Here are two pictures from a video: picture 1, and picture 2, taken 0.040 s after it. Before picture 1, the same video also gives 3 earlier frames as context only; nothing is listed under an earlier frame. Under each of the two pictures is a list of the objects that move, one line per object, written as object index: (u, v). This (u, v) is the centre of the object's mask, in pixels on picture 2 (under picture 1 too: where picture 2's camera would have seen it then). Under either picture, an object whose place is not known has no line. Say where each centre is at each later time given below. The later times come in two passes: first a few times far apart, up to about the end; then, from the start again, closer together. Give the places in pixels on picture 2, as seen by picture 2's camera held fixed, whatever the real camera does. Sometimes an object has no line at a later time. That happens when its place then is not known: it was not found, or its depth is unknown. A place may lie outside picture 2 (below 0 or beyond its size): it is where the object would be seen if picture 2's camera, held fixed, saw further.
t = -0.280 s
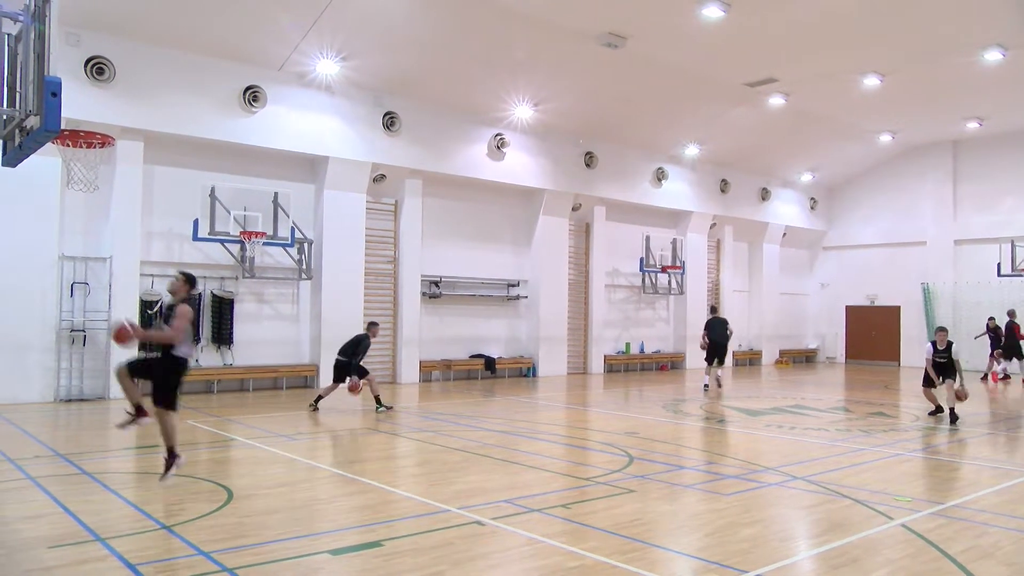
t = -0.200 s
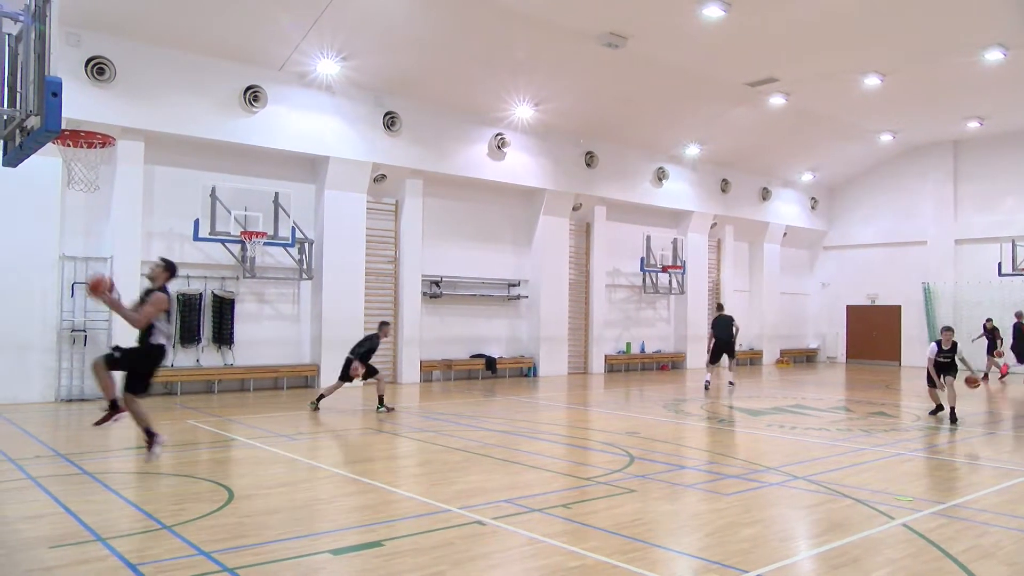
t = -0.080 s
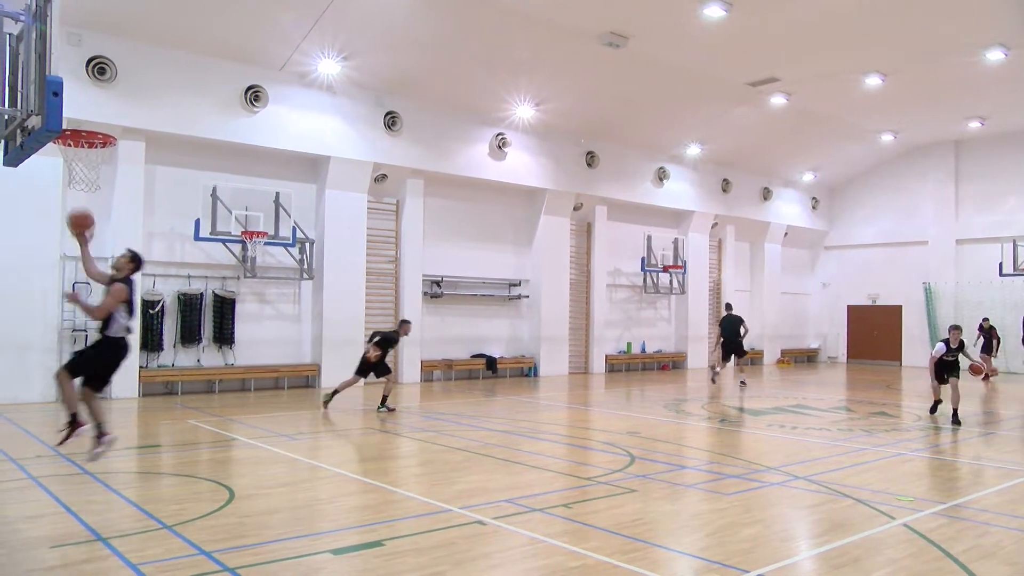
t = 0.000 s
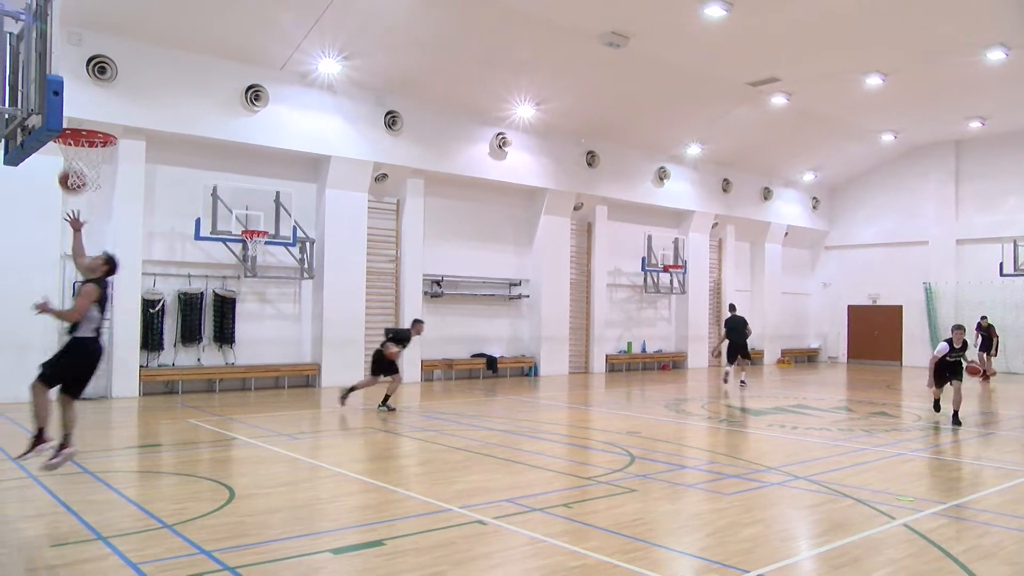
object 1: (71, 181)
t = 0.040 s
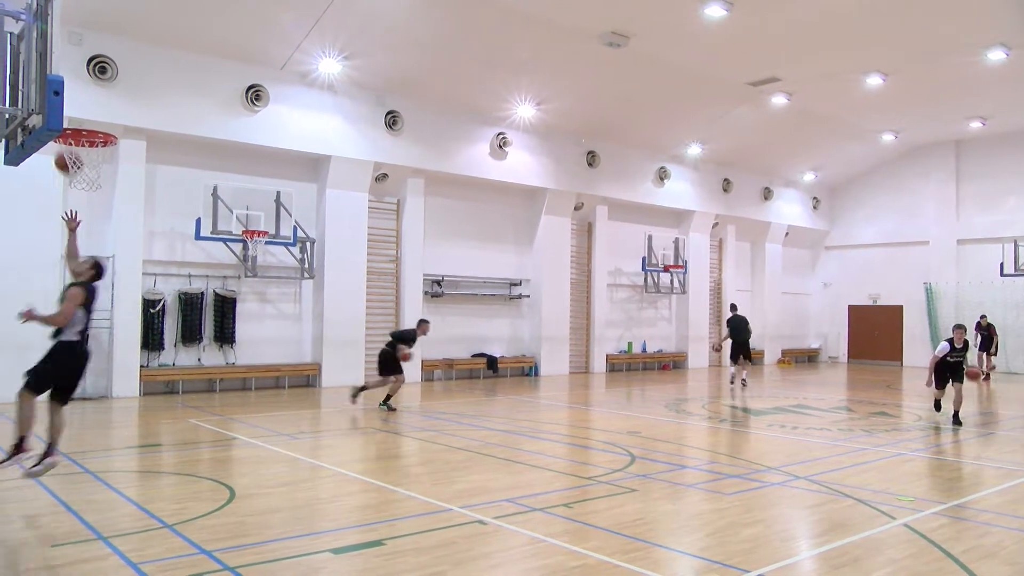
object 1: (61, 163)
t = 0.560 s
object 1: (81, 108)
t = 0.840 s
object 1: (85, 162)
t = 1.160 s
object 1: (74, 197)
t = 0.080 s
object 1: (63, 148)
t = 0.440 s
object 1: (72, 88)
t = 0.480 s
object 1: (75, 93)
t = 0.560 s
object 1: (81, 108)
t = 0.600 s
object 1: (86, 118)
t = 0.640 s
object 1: (90, 124)
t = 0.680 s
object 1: (94, 147)
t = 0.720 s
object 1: (94, 153)
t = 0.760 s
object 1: (90, 161)
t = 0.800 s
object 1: (88, 163)
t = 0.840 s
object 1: (85, 162)
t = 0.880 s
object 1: (83, 162)
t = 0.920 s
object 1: (81, 164)
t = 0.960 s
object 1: (79, 166)
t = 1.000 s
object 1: (77, 169)
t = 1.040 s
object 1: (76, 174)
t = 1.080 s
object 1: (75, 180)
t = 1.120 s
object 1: (75, 188)
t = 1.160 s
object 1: (74, 197)
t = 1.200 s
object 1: (73, 208)
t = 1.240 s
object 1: (72, 221)
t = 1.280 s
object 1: (71, 237)
